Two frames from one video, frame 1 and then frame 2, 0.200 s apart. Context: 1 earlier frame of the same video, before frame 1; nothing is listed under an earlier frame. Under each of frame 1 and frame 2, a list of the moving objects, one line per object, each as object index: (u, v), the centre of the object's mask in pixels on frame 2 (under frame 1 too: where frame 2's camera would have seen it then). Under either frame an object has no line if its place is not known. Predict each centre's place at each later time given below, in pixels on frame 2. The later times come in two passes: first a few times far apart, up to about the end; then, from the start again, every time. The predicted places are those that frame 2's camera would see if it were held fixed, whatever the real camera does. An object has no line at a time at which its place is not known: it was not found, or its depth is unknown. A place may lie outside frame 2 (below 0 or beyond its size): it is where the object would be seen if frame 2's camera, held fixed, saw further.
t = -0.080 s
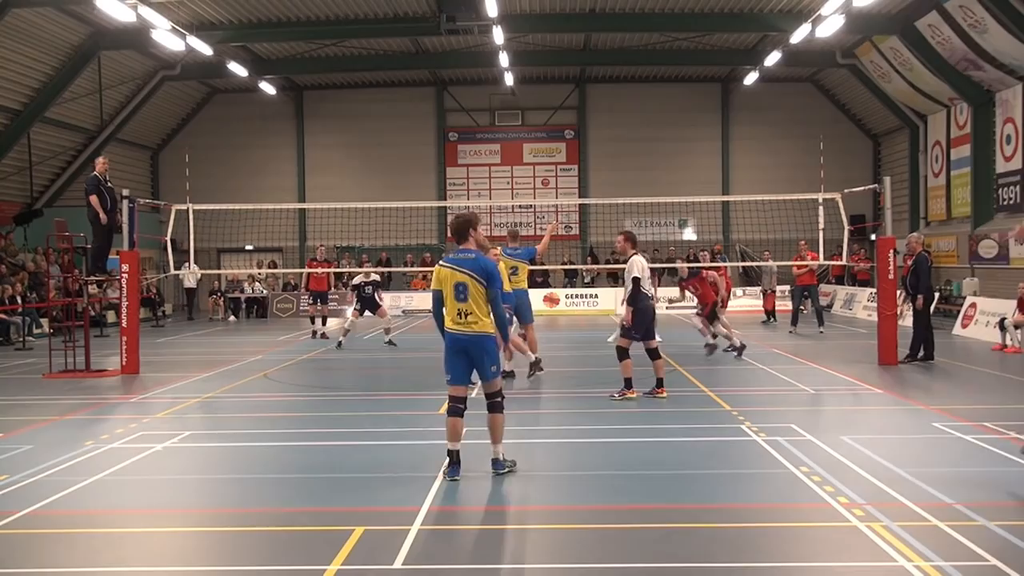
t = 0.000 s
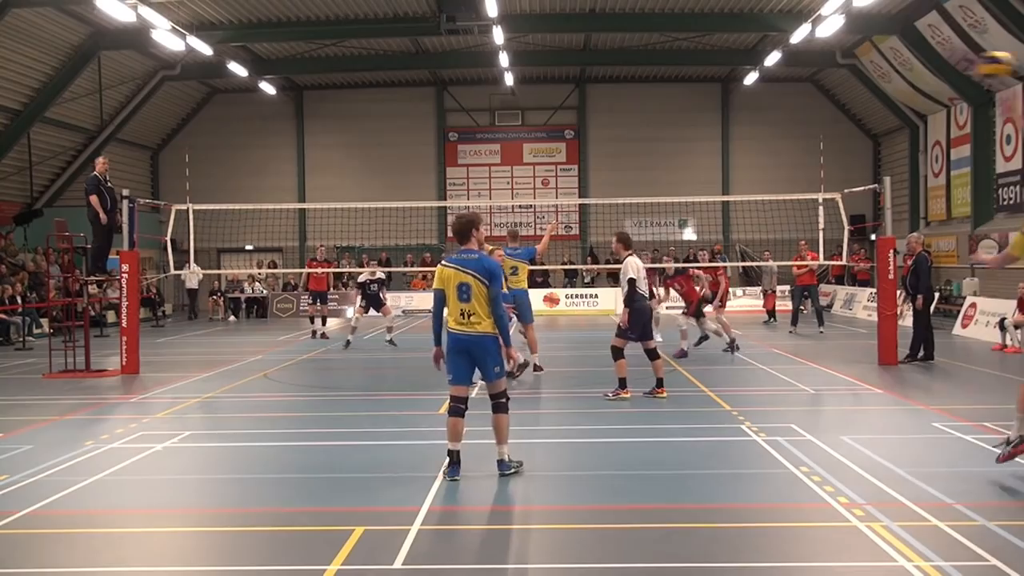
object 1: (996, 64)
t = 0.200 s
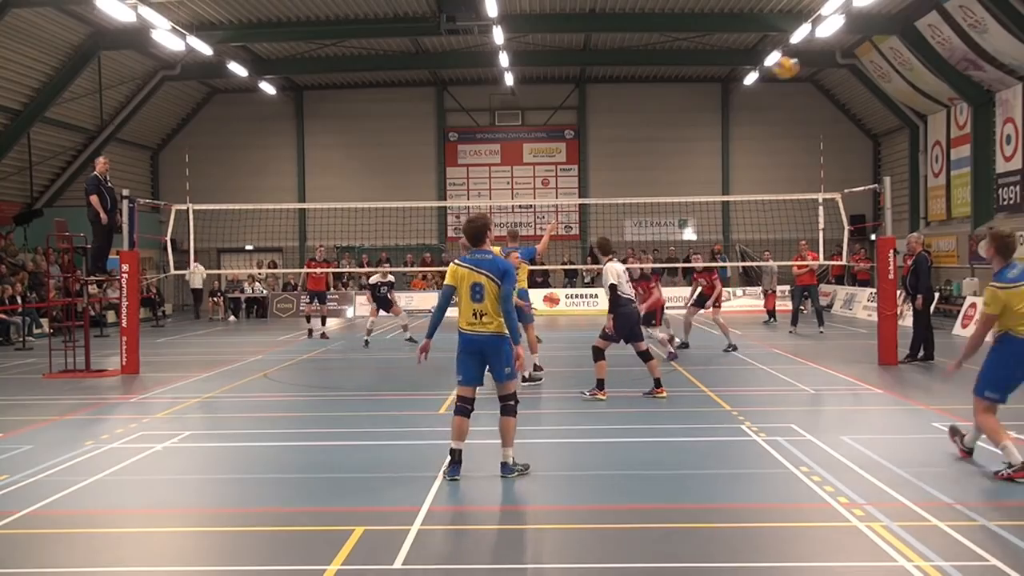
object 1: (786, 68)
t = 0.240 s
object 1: (759, 73)
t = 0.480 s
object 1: (644, 127)
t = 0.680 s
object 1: (584, 187)
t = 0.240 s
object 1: (759, 73)
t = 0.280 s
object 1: (733, 80)
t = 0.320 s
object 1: (712, 87)
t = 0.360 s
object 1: (693, 96)
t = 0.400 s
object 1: (675, 106)
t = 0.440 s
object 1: (658, 116)
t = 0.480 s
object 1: (644, 127)
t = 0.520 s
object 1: (630, 139)
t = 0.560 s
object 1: (617, 151)
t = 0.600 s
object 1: (605, 163)
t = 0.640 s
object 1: (594, 175)
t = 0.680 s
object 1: (584, 187)
